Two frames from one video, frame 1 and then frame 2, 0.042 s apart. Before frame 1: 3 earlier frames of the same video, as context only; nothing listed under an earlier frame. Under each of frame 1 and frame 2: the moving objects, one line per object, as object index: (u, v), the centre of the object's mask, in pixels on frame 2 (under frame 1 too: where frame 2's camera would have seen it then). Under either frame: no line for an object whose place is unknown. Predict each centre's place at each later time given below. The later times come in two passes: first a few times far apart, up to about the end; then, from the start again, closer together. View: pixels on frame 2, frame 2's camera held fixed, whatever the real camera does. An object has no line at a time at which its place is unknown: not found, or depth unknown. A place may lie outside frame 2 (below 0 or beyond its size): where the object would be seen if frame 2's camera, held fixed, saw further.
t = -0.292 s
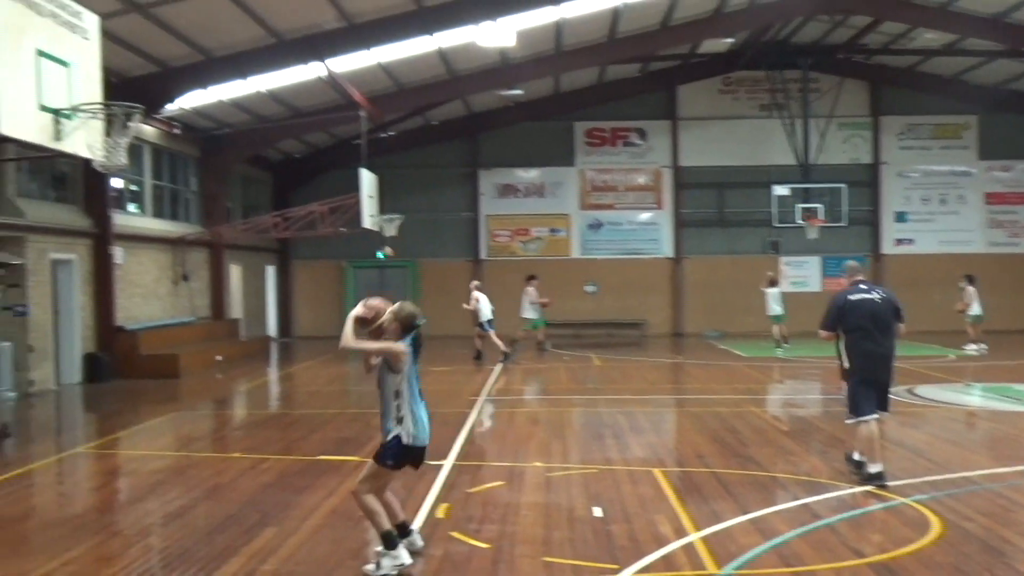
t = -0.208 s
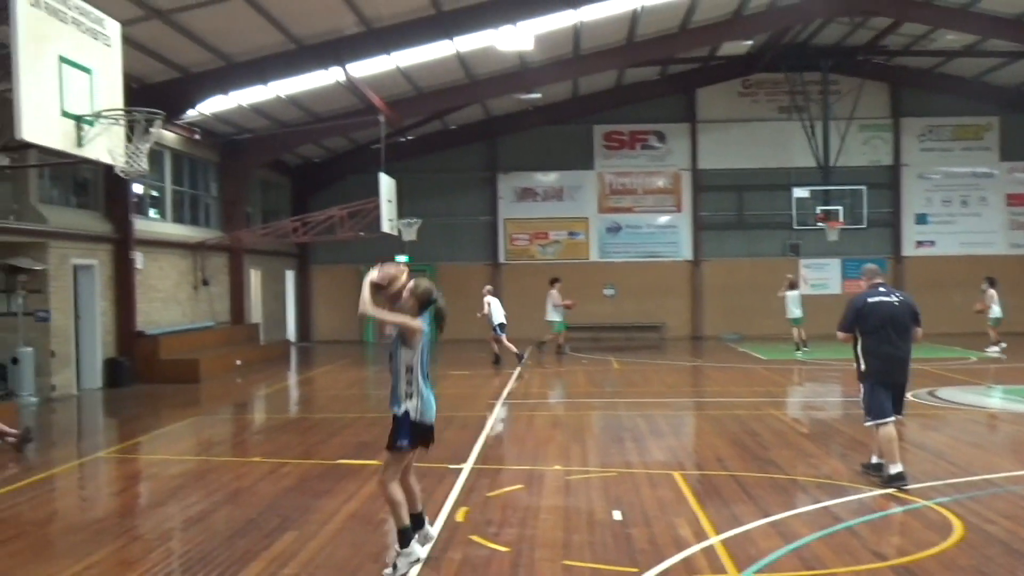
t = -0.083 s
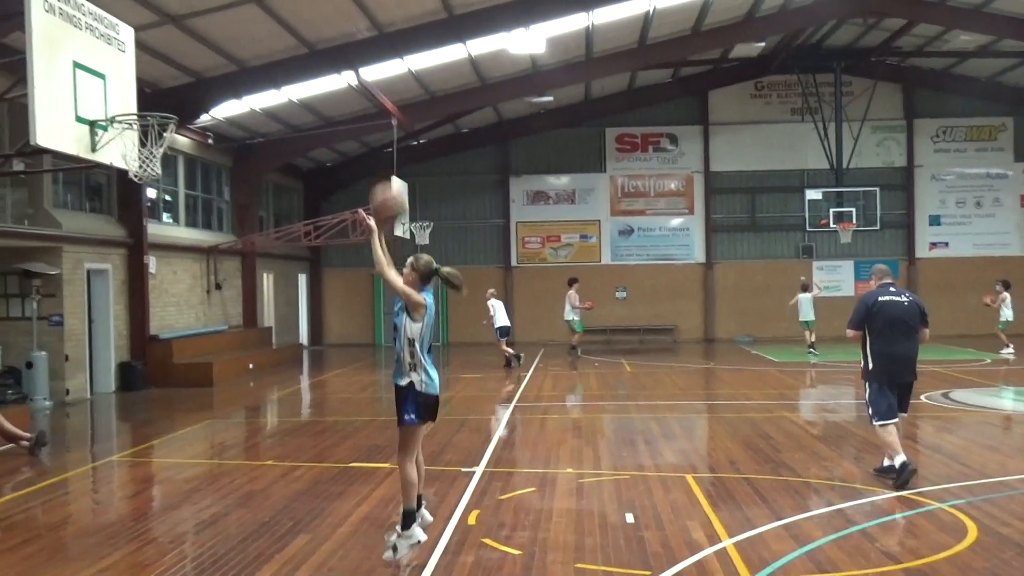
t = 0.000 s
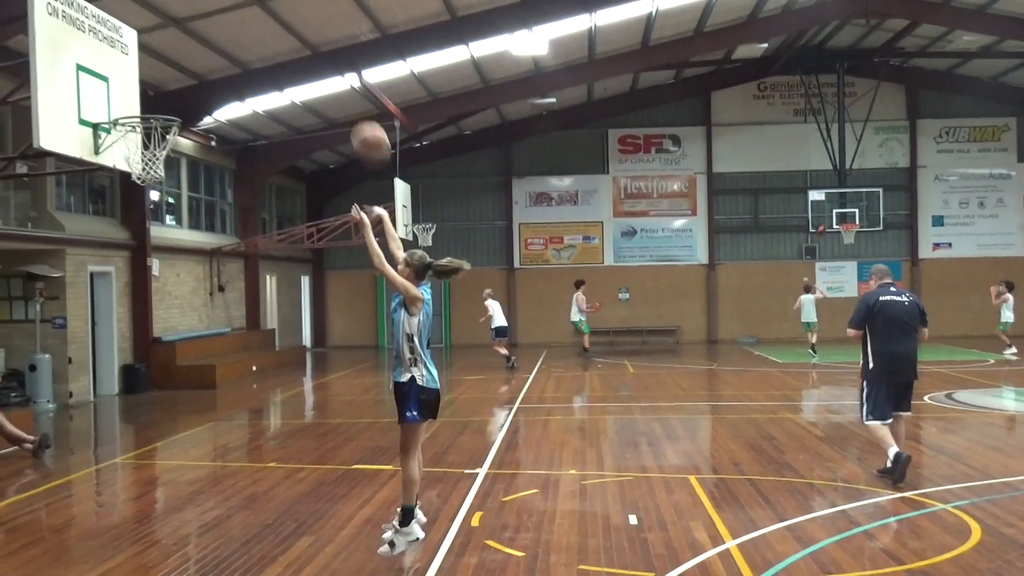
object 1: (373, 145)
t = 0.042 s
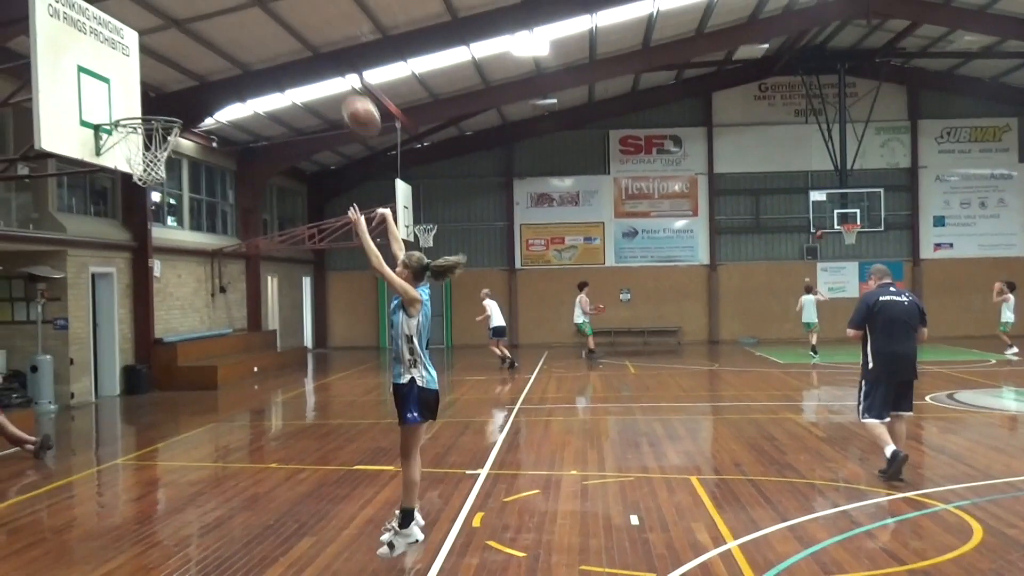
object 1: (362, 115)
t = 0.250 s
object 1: (310, 19)
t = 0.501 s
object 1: (255, -6)
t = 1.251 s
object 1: (269, 86)
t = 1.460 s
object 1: (331, 147)
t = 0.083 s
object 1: (352, 92)
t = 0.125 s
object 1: (338, 67)
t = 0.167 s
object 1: (329, 51)
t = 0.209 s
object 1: (319, 33)
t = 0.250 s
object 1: (310, 19)
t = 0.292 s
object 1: (299, 8)
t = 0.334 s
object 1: (289, 2)
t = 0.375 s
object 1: (282, -1)
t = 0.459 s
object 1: (263, -6)
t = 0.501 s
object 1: (255, -6)
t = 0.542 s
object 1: (247, -6)
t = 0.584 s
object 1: (238, -5)
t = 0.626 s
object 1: (229, -2)
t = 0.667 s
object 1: (221, 7)
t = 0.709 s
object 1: (213, 17)
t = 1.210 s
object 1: (257, 81)
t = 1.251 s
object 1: (269, 86)
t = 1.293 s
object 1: (281, 93)
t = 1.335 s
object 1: (296, 103)
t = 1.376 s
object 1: (308, 117)
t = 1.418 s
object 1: (319, 131)
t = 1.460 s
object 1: (331, 147)
